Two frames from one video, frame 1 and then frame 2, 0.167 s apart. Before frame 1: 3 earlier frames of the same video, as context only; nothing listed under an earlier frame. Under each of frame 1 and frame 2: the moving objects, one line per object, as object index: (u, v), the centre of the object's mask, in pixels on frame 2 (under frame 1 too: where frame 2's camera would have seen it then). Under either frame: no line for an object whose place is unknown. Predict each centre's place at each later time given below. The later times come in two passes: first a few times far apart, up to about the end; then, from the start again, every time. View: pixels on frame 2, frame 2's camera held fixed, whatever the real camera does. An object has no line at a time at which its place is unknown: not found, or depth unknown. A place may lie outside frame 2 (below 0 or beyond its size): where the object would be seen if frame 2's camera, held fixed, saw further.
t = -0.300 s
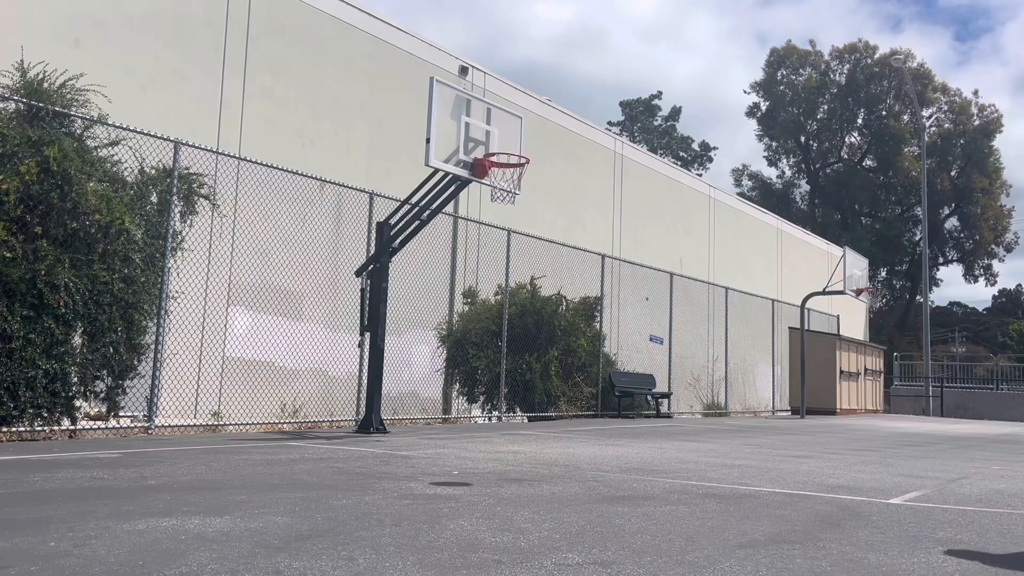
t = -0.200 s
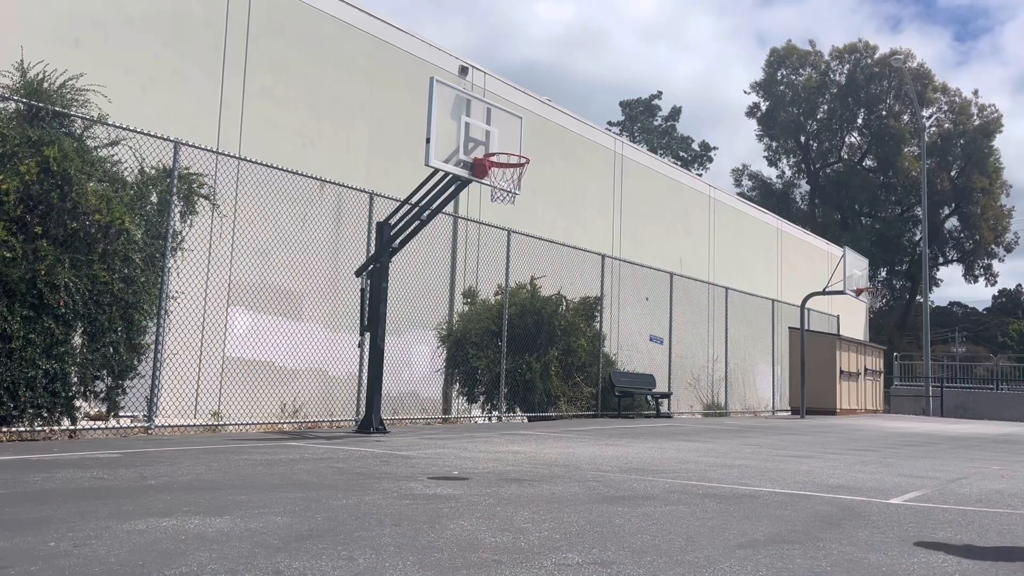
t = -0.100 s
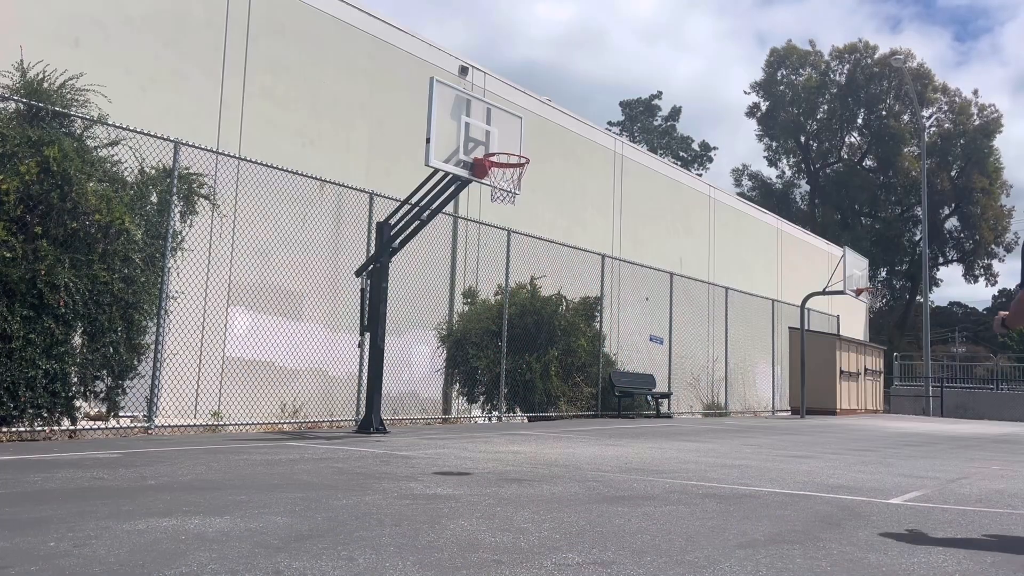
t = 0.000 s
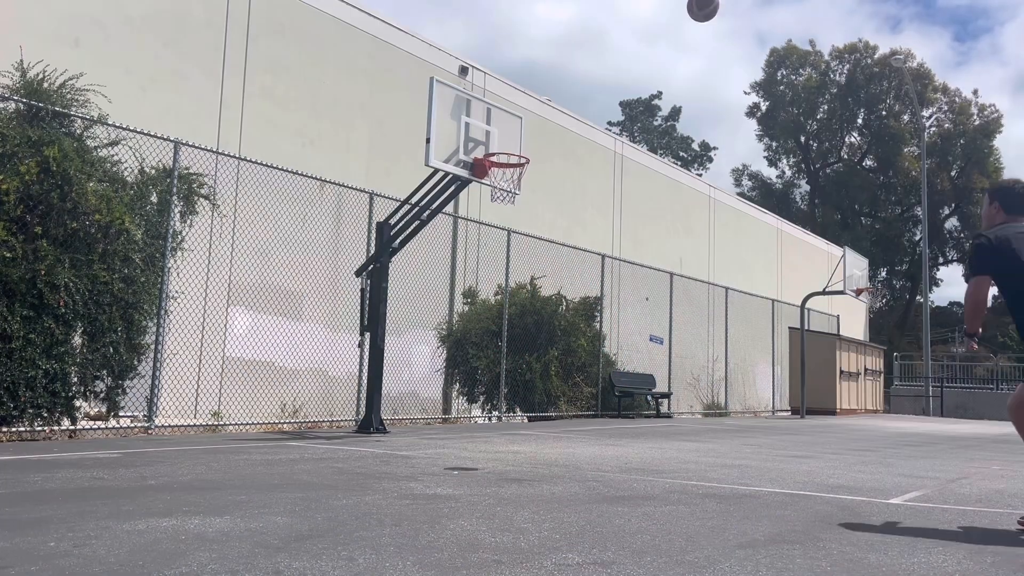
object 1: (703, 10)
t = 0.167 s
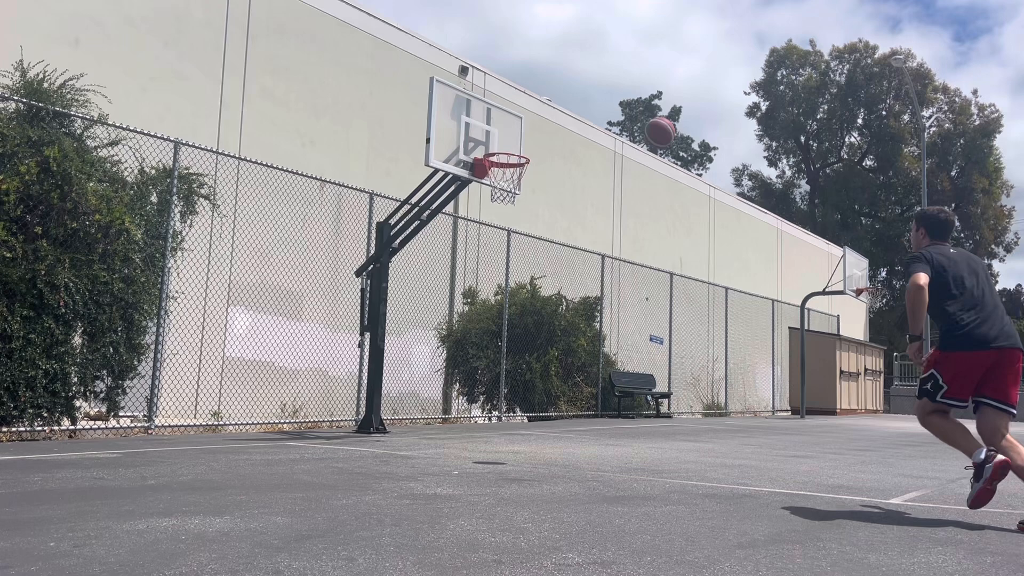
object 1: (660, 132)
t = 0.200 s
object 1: (651, 160)
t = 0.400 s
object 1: (603, 340)
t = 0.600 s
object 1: (578, 364)
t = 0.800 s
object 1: (572, 235)
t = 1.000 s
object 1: (565, 153)
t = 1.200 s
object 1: (556, 114)
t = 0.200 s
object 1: (651, 160)
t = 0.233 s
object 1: (643, 189)
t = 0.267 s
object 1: (635, 218)
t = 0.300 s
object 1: (627, 247)
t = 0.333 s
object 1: (619, 278)
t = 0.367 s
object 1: (613, 308)
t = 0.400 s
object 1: (603, 340)
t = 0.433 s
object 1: (596, 372)
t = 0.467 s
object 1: (589, 405)
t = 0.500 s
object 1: (581, 439)
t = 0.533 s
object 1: (580, 419)
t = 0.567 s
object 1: (579, 391)
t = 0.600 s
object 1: (578, 364)
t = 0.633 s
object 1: (577, 338)
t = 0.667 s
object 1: (577, 314)
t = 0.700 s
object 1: (576, 293)
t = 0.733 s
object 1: (575, 273)
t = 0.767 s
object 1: (574, 253)
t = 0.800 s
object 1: (572, 235)
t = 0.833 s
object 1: (571, 218)
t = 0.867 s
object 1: (570, 203)
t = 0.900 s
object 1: (569, 188)
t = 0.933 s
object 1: (568, 175)
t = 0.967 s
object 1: (566, 164)
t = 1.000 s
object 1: (565, 153)
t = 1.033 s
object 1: (564, 144)
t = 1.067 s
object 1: (562, 136)
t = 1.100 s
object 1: (561, 129)
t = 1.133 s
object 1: (559, 123)
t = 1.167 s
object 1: (558, 118)
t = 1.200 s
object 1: (556, 114)
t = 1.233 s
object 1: (555, 112)
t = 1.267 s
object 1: (553, 110)
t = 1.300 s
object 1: (551, 110)
